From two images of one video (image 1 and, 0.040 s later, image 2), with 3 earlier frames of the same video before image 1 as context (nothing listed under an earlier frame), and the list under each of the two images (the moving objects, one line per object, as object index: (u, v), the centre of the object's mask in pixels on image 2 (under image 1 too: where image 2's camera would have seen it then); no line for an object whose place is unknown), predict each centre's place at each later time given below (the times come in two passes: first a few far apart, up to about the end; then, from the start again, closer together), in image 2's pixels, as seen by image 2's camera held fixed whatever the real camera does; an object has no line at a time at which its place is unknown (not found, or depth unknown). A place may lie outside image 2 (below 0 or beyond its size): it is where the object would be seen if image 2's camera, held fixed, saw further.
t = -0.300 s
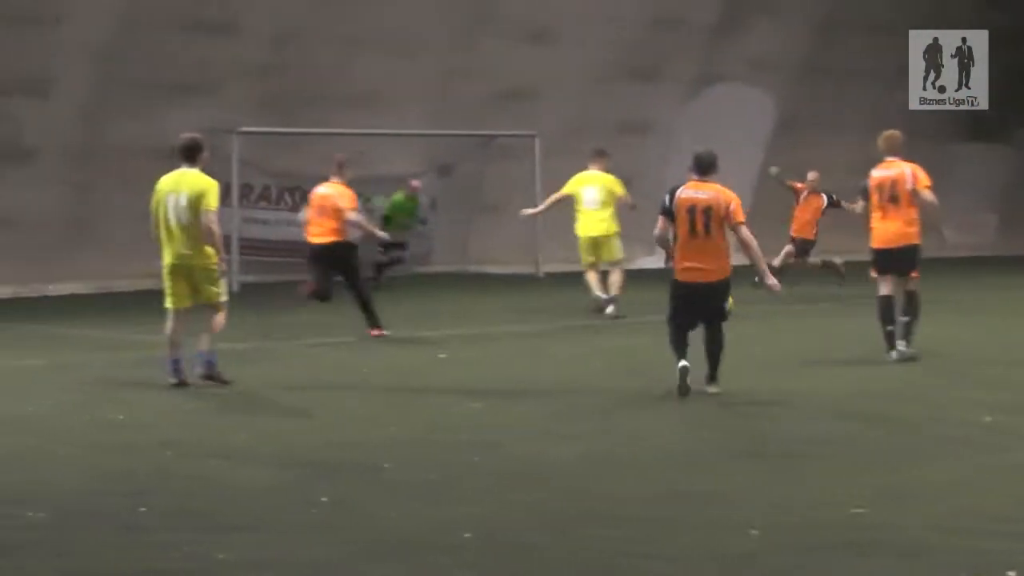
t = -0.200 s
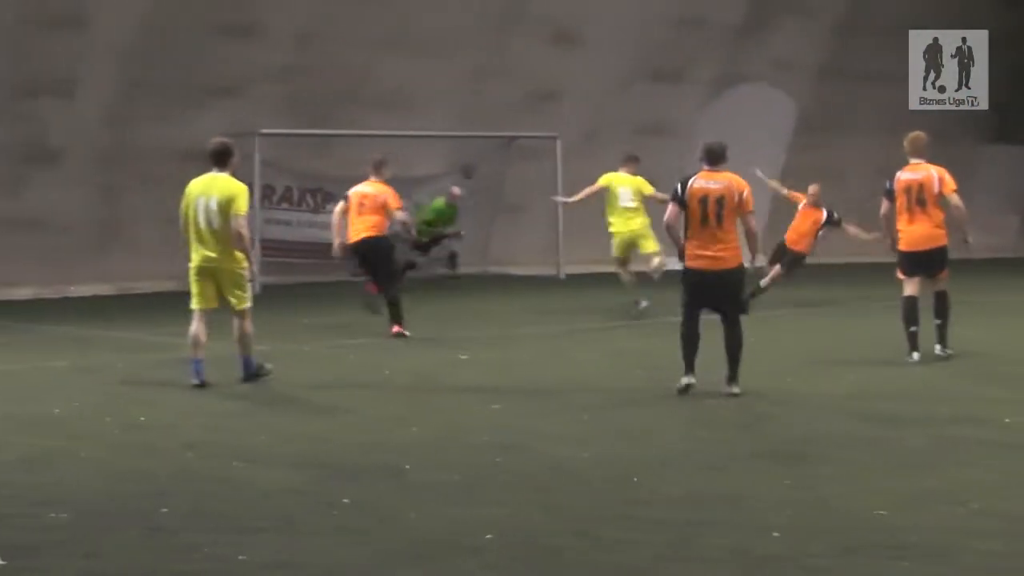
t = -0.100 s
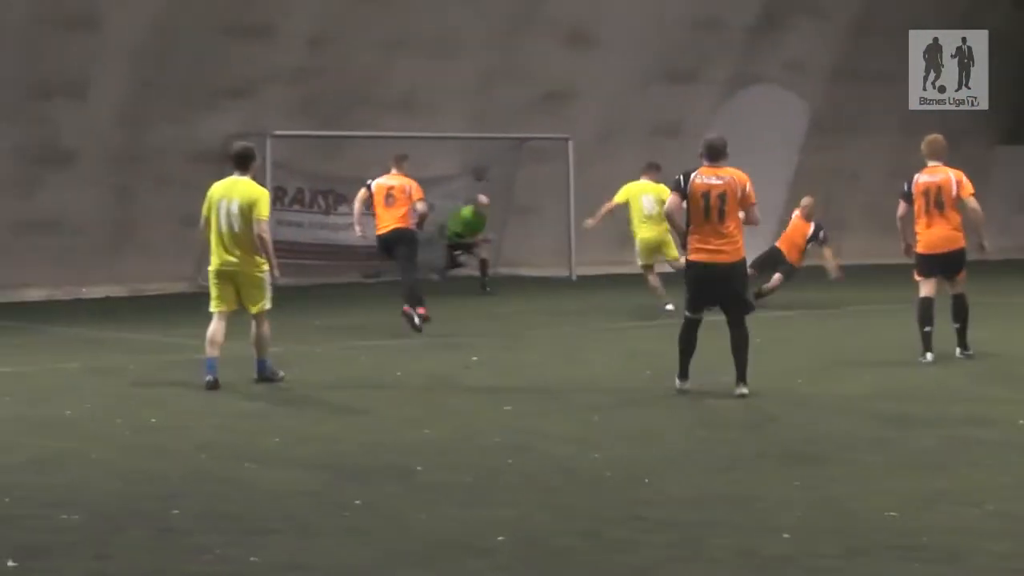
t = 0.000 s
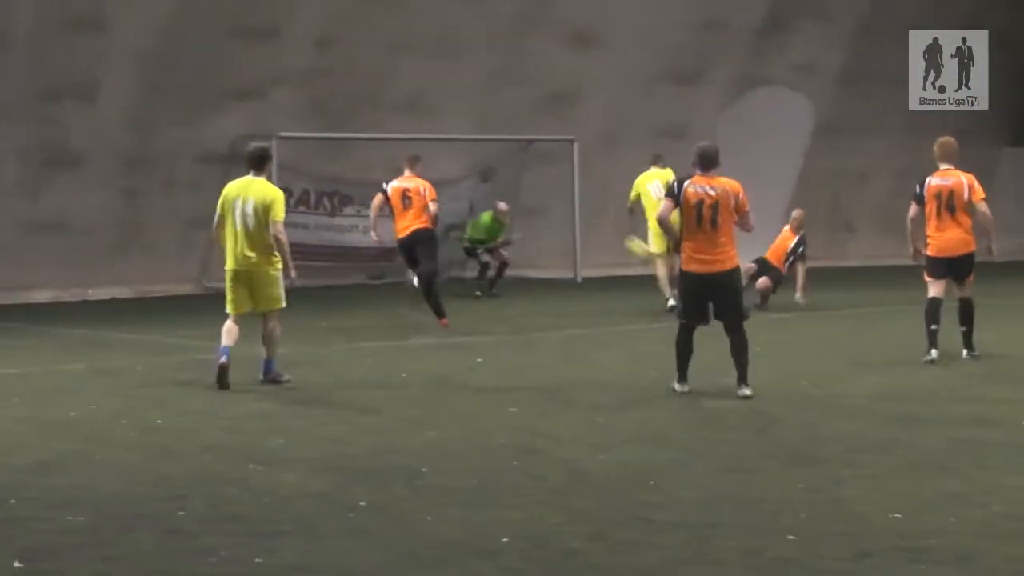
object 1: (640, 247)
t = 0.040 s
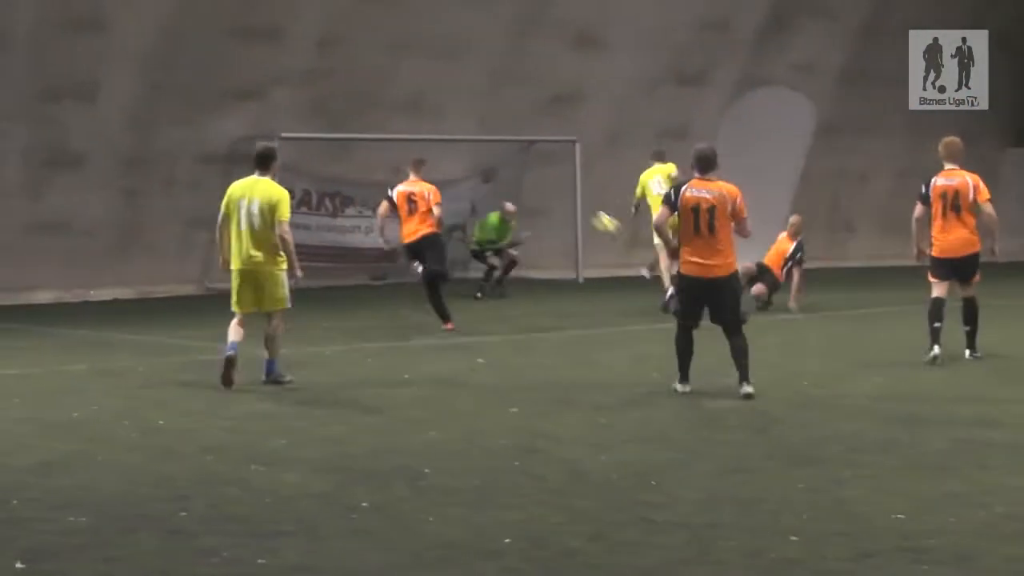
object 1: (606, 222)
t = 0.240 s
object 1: (429, 112)
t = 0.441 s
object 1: (229, 25)
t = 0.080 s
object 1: (572, 200)
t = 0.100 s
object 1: (555, 188)
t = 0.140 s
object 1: (520, 165)
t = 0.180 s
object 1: (484, 144)
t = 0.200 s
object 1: (466, 132)
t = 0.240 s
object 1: (429, 112)
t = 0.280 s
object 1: (391, 93)
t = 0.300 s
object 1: (371, 83)
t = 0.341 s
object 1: (331, 65)
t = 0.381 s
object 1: (291, 48)
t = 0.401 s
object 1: (272, 40)
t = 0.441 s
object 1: (229, 25)
